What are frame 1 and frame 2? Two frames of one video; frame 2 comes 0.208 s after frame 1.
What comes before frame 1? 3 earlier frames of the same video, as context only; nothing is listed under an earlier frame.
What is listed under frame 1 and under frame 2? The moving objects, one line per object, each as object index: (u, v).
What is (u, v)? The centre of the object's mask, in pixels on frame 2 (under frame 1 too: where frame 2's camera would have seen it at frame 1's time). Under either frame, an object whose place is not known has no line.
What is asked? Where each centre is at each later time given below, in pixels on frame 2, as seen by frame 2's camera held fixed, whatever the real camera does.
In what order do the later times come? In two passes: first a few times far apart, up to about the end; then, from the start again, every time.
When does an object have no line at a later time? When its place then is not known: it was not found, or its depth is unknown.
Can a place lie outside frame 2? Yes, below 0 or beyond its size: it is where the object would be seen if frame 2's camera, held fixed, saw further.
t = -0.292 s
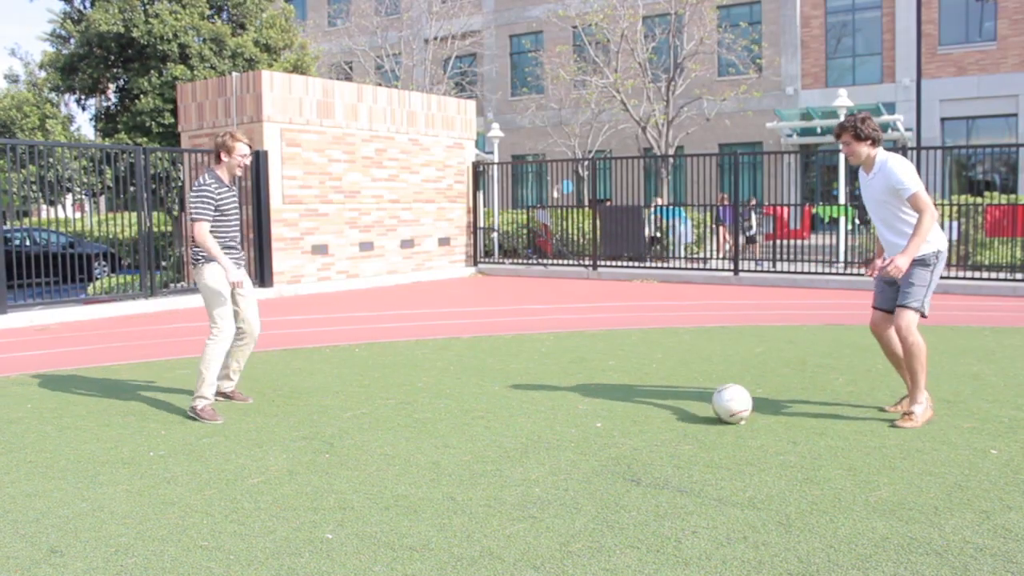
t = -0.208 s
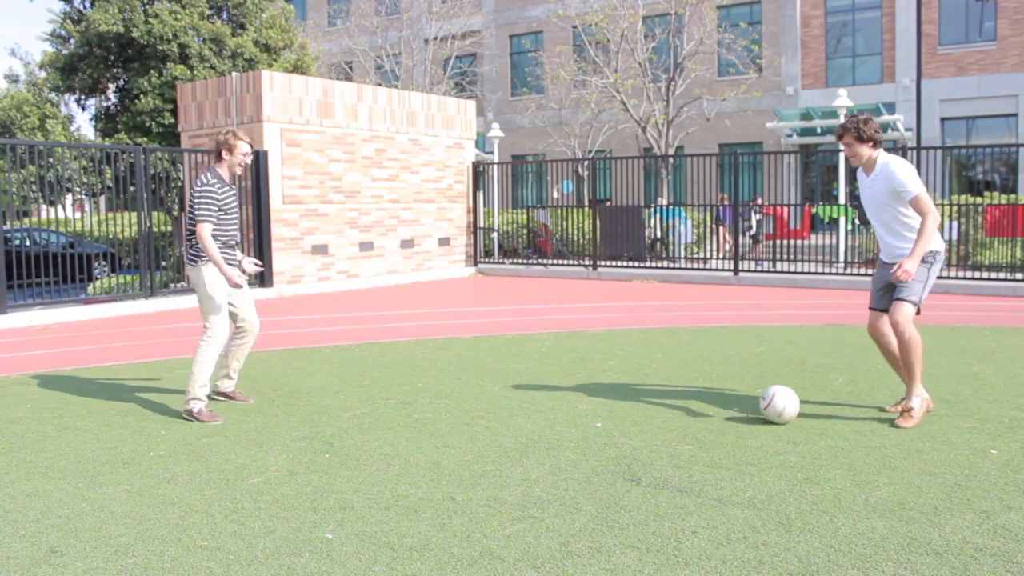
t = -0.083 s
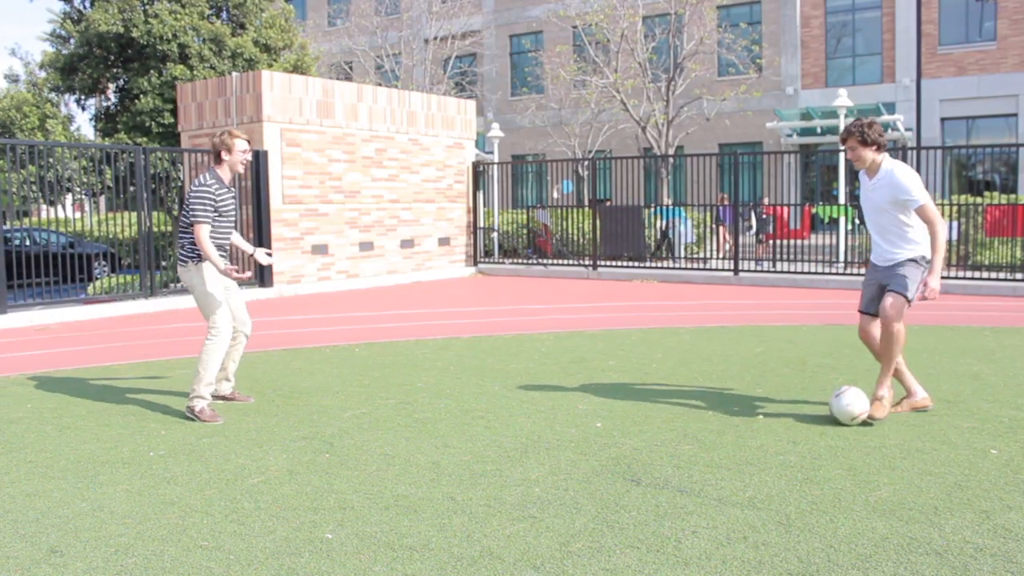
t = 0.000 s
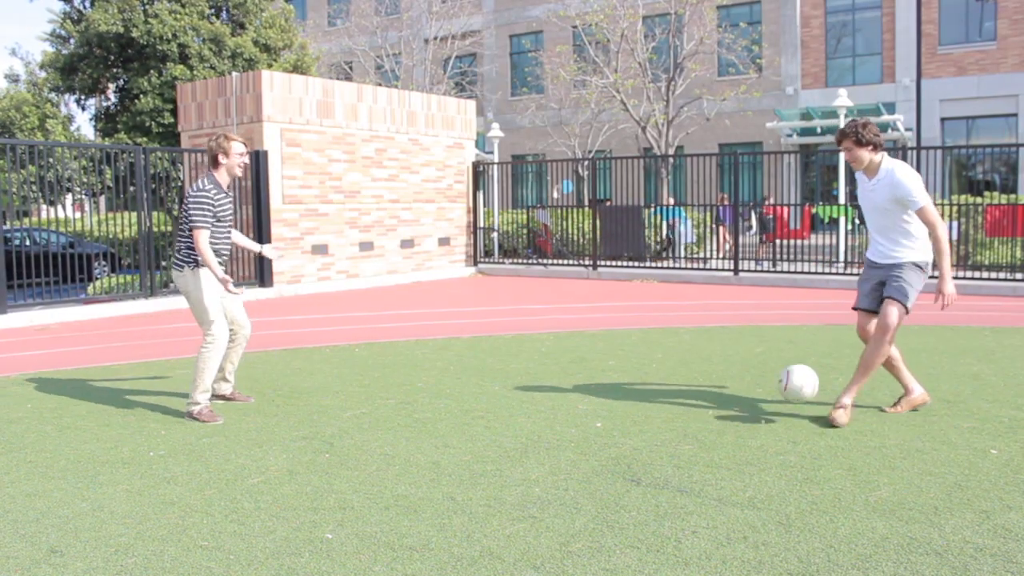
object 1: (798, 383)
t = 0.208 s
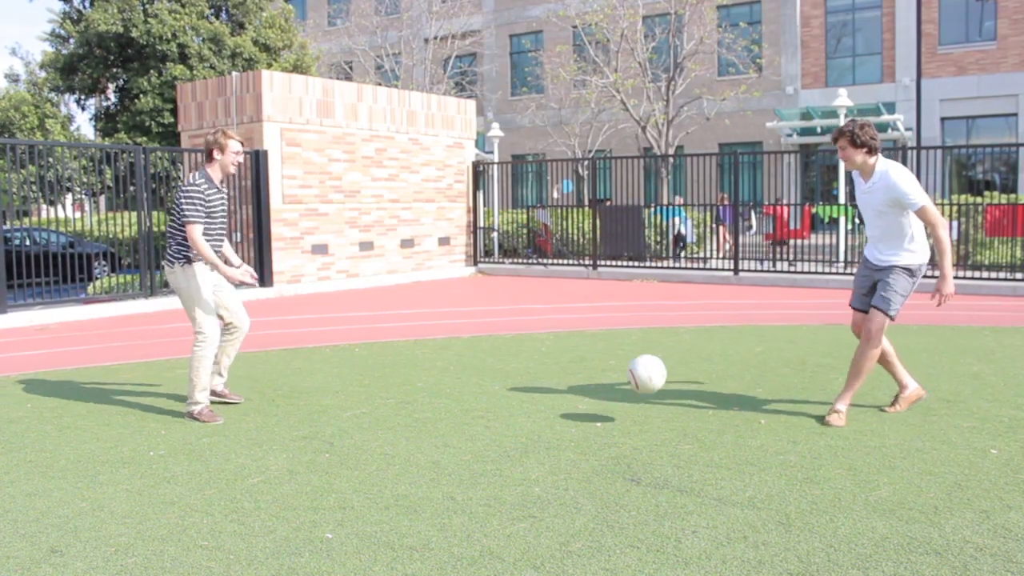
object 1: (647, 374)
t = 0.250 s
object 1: (617, 381)
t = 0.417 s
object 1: (517, 392)
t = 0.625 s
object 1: (426, 402)
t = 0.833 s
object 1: (371, 400)
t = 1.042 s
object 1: (333, 400)
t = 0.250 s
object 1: (617, 381)
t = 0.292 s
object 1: (586, 391)
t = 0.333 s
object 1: (556, 404)
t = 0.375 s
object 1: (535, 399)
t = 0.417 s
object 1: (517, 392)
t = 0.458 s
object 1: (498, 388)
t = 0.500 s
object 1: (479, 387)
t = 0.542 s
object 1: (462, 389)
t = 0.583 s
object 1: (443, 394)
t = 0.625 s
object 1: (426, 402)
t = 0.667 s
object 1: (413, 399)
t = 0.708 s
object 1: (402, 397)
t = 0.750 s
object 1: (391, 397)
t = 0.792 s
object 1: (380, 400)
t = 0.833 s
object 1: (371, 400)
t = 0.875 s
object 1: (363, 400)
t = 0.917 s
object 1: (355, 401)
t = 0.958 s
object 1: (347, 400)
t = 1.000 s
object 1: (340, 400)
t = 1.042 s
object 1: (333, 400)
